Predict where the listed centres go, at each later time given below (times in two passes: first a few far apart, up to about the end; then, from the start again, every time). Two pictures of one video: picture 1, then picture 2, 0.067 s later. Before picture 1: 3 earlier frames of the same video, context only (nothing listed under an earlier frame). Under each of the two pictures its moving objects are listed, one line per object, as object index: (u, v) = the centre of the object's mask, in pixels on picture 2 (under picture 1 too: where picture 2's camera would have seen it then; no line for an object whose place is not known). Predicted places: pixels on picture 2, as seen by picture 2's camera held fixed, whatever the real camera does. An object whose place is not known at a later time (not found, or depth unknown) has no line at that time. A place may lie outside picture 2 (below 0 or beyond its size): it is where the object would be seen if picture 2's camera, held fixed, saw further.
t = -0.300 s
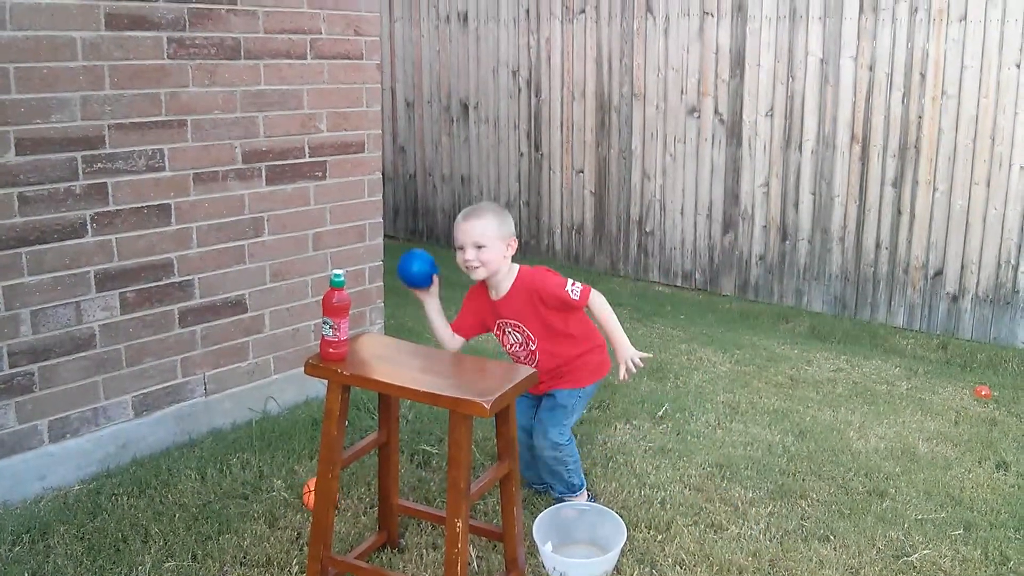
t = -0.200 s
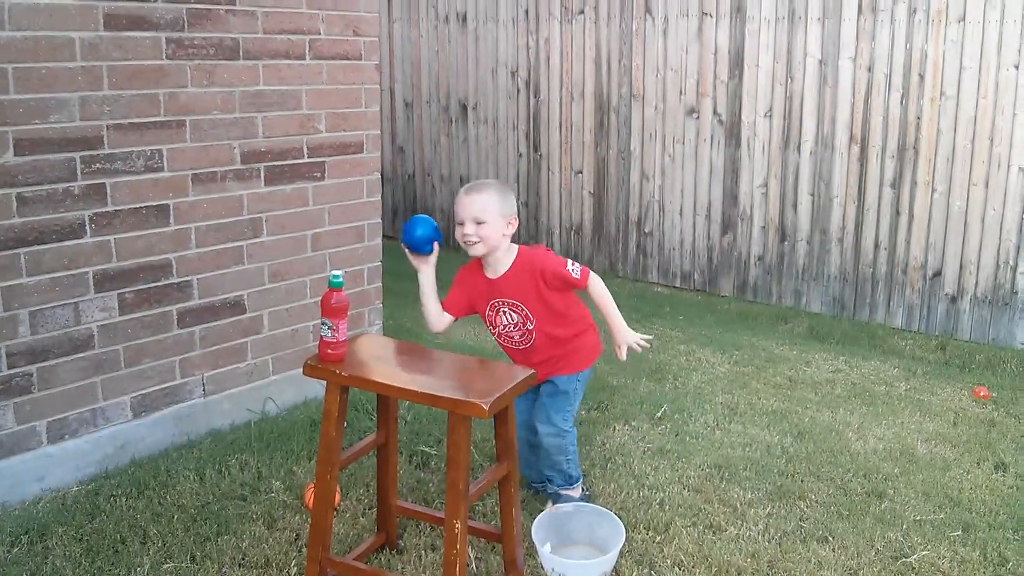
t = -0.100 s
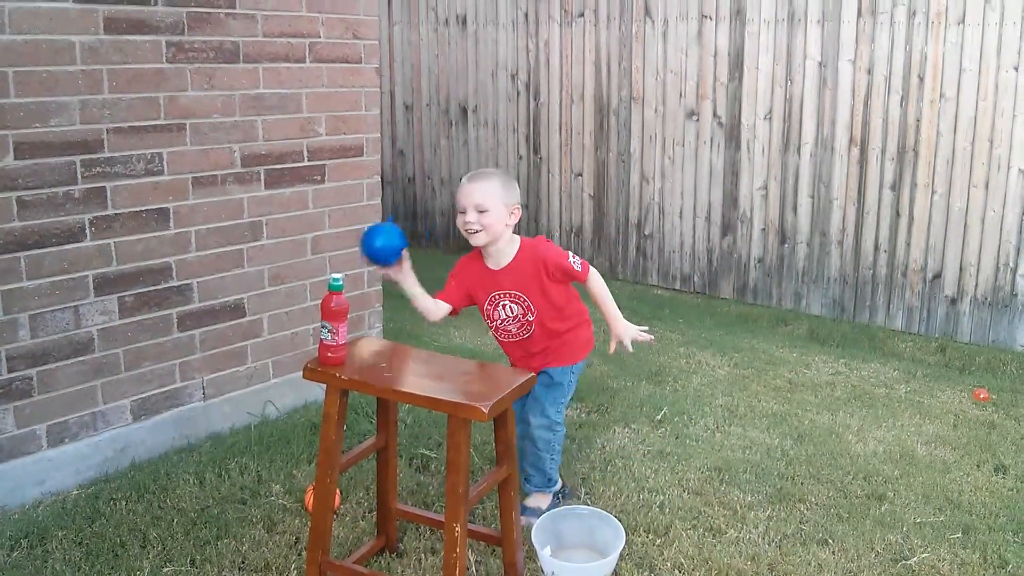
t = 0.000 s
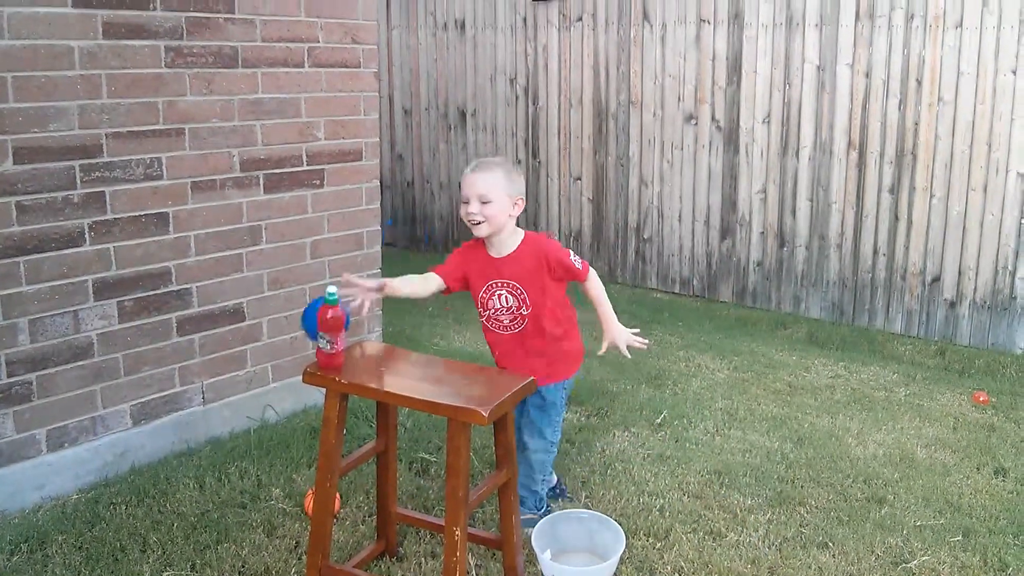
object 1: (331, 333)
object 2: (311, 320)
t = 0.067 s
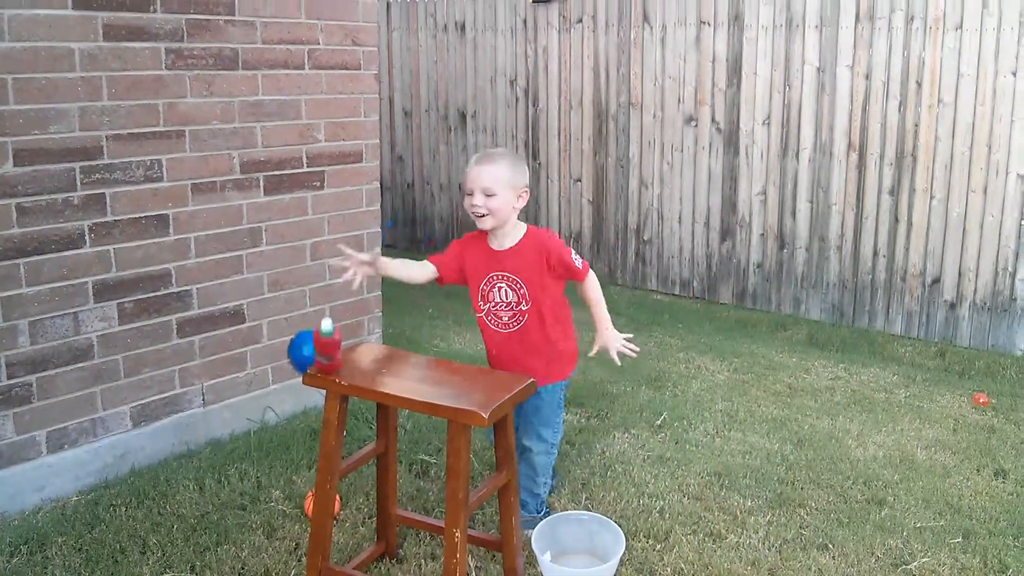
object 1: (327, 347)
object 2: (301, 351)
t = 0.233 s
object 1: (321, 449)
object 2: (283, 469)
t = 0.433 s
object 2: (279, 416)
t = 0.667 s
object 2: (277, 427)
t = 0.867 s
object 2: (273, 418)
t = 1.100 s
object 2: (275, 414)
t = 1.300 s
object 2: (275, 414)
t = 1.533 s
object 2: (276, 413)
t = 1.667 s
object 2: (276, 413)
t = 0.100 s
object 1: (325, 359)
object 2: (296, 370)
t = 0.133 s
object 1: (324, 376)
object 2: (295, 395)
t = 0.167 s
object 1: (323, 396)
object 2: (291, 418)
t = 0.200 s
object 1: (322, 421)
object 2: (287, 444)
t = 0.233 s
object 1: (321, 449)
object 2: (283, 469)
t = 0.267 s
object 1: (320, 482)
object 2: (281, 464)
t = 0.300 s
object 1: (318, 521)
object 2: (279, 450)
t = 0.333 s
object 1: (320, 567)
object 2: (279, 436)
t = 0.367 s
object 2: (279, 426)
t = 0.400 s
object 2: (279, 420)
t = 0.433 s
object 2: (279, 416)
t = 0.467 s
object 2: (279, 415)
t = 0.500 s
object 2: (279, 419)
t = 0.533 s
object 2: (278, 425)
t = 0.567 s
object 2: (279, 432)
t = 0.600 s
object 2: (279, 432)
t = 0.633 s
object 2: (278, 430)
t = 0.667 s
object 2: (277, 427)
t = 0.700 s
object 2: (276, 424)
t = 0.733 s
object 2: (275, 421)
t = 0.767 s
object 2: (274, 420)
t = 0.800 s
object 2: (274, 419)
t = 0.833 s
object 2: (273, 418)
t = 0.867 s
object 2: (273, 418)
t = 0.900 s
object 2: (273, 418)
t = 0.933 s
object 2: (274, 416)
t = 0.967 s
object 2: (274, 416)
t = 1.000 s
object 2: (275, 416)
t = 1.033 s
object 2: (275, 415)
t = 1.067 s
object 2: (275, 415)
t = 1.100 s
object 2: (275, 414)
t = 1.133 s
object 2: (275, 414)
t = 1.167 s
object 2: (275, 414)
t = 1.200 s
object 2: (275, 414)
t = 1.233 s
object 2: (275, 414)
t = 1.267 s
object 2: (275, 413)
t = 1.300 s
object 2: (275, 414)
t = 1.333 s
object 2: (275, 413)
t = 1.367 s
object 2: (275, 413)
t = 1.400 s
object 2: (276, 413)
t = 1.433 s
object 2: (276, 413)
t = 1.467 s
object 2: (276, 413)
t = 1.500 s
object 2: (277, 413)
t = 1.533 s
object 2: (276, 413)
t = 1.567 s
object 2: (276, 413)
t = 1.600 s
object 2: (276, 413)
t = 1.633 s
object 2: (277, 413)
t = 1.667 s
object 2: (276, 413)
